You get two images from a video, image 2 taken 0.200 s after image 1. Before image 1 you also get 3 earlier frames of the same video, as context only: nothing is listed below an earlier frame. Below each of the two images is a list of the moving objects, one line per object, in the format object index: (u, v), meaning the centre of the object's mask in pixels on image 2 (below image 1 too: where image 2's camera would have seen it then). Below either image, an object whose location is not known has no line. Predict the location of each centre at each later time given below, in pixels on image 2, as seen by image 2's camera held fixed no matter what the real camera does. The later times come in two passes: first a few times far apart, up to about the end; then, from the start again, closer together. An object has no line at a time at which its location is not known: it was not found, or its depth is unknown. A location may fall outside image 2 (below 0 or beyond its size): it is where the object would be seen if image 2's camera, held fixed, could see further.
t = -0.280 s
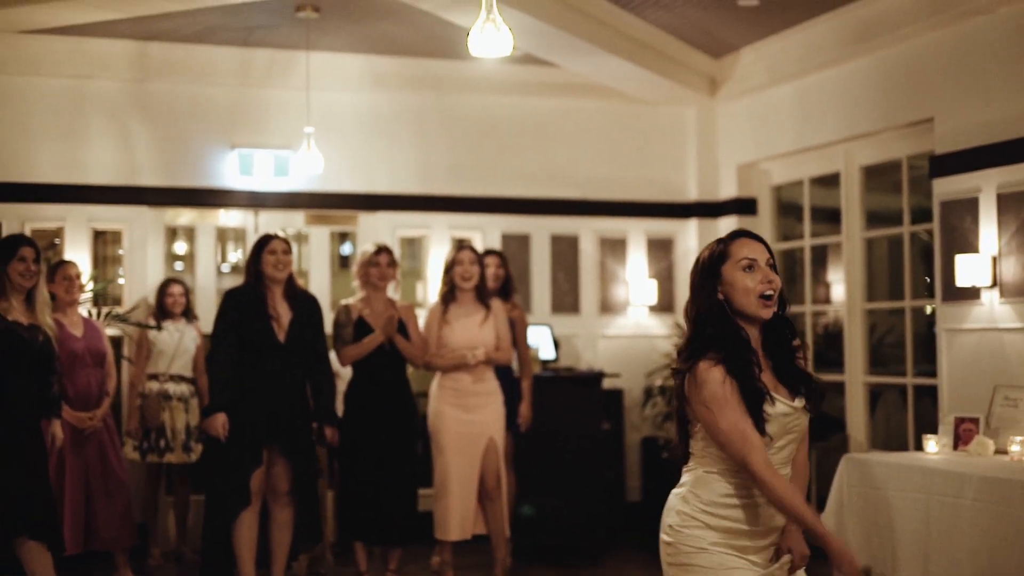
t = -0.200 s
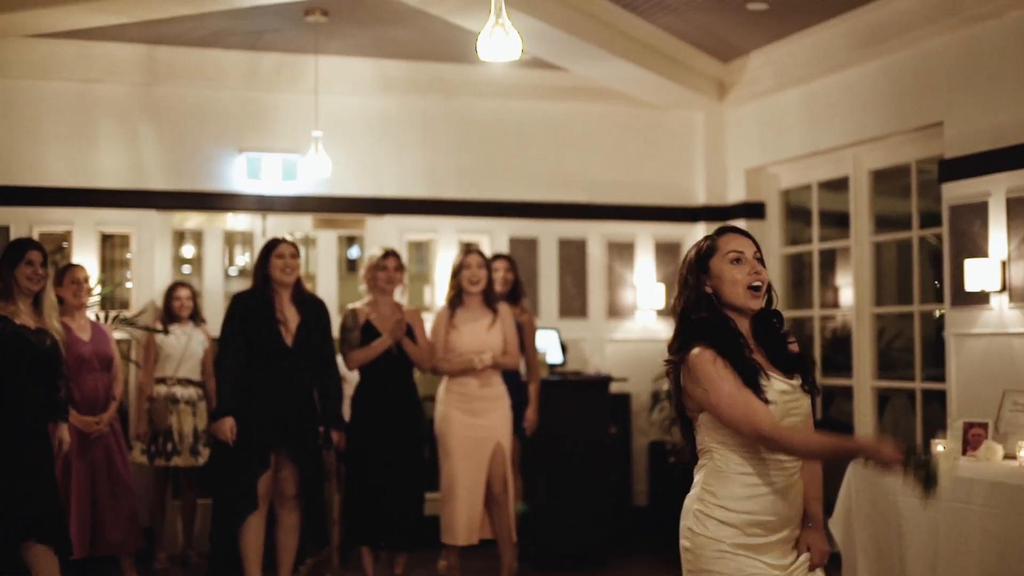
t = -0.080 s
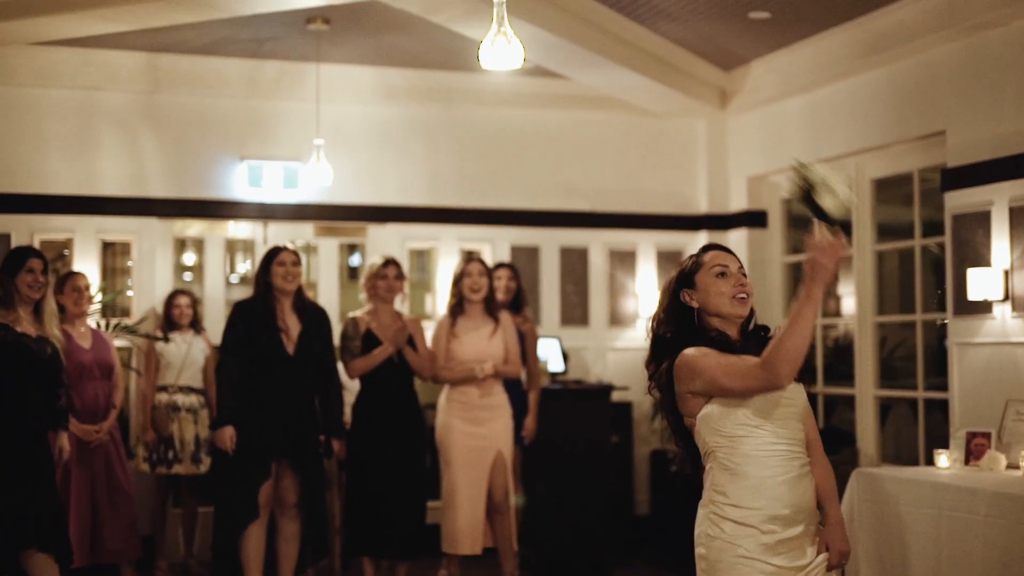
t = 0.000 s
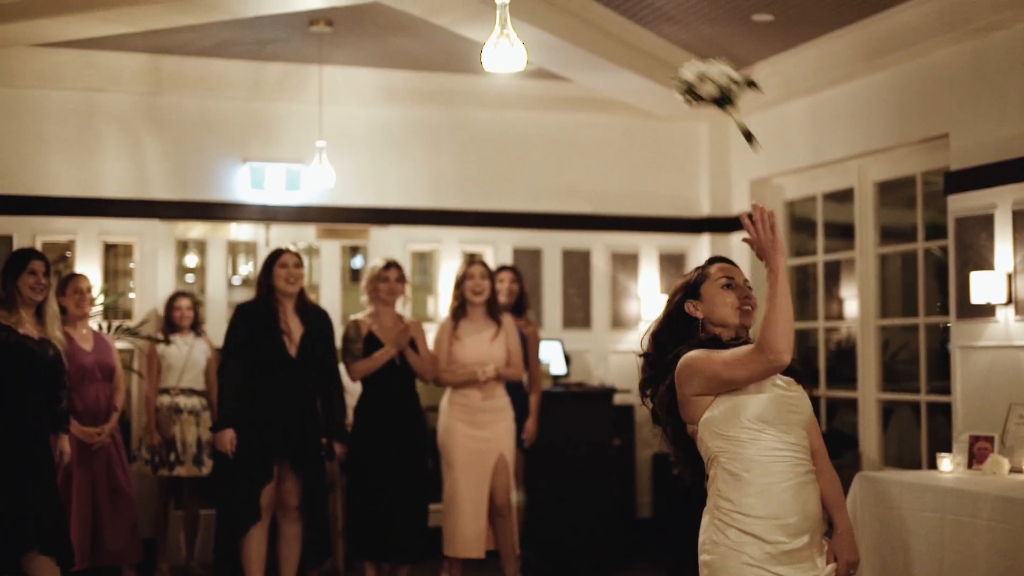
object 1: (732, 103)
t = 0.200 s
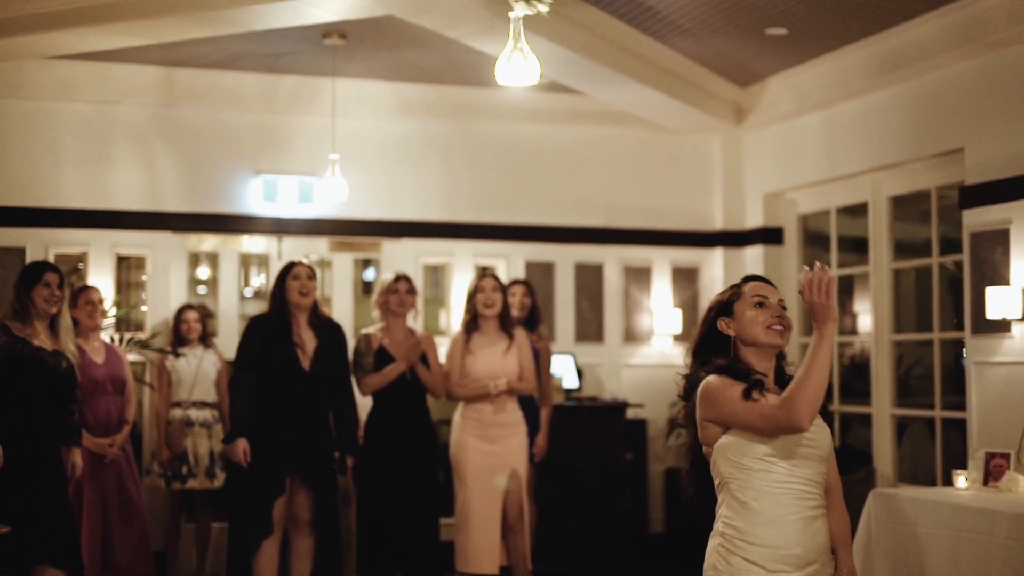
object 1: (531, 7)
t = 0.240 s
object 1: (500, 2)
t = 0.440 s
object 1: (363, 26)
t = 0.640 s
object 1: (259, 156)
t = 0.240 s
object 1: (500, 2)
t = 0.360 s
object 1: (413, 0)
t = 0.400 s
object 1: (384, 7)
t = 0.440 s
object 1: (363, 26)
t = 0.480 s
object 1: (341, 44)
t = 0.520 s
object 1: (320, 65)
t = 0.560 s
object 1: (298, 93)
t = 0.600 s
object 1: (278, 123)
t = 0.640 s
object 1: (259, 156)
